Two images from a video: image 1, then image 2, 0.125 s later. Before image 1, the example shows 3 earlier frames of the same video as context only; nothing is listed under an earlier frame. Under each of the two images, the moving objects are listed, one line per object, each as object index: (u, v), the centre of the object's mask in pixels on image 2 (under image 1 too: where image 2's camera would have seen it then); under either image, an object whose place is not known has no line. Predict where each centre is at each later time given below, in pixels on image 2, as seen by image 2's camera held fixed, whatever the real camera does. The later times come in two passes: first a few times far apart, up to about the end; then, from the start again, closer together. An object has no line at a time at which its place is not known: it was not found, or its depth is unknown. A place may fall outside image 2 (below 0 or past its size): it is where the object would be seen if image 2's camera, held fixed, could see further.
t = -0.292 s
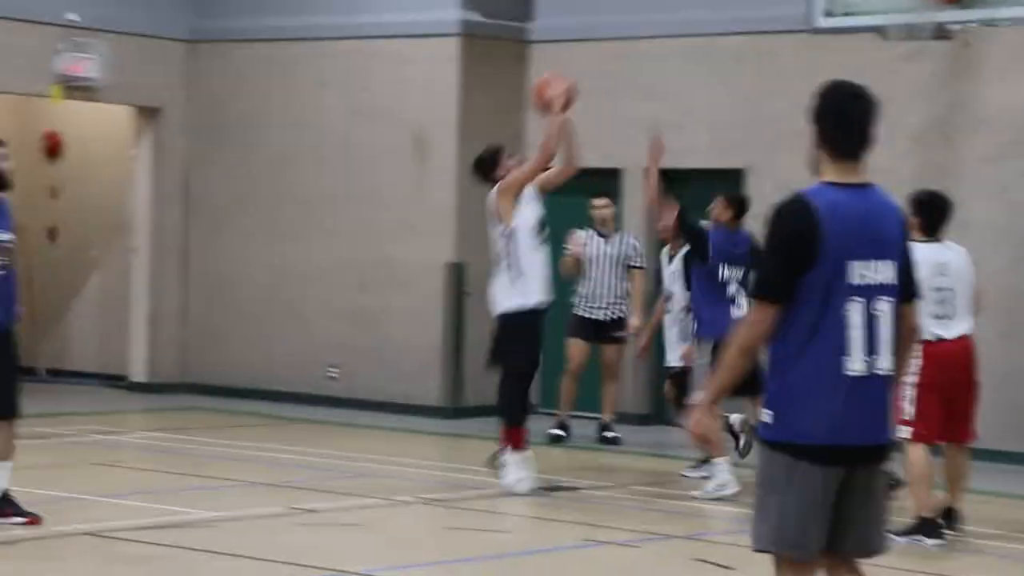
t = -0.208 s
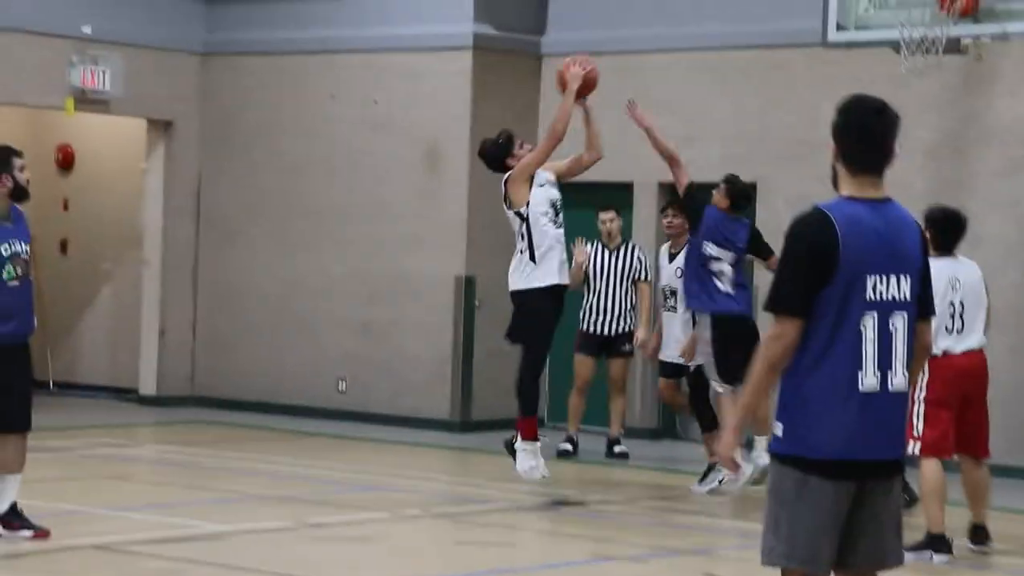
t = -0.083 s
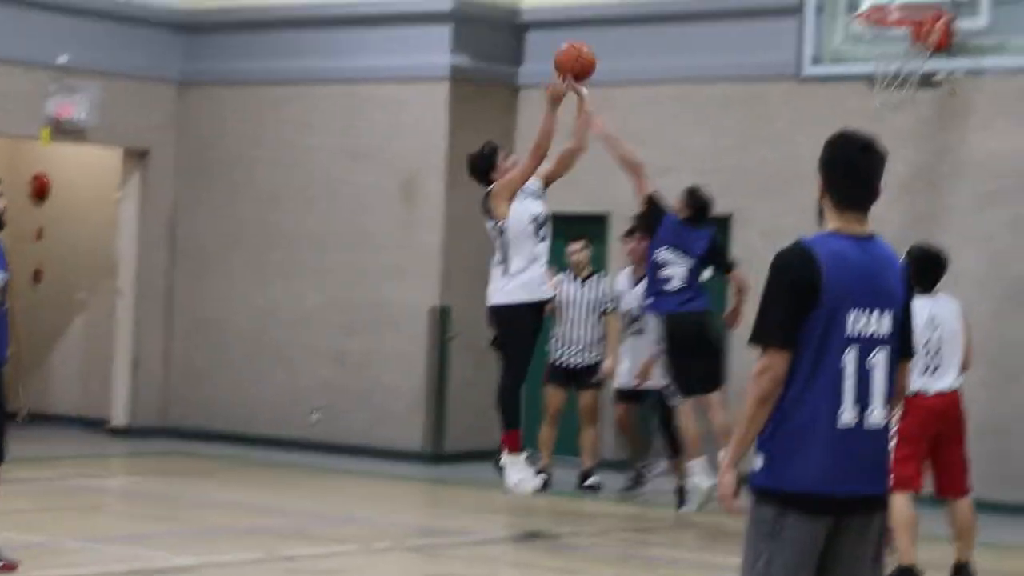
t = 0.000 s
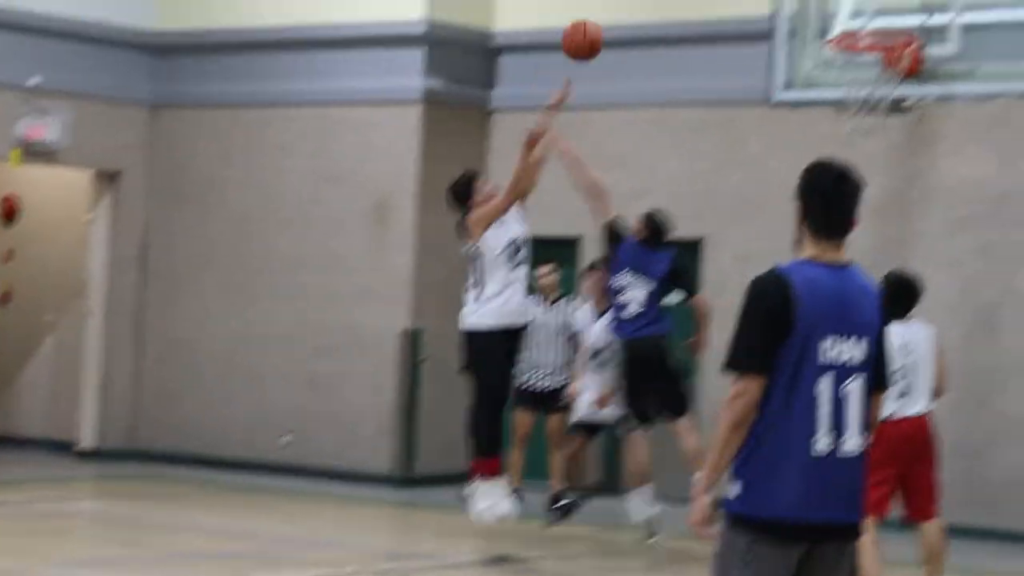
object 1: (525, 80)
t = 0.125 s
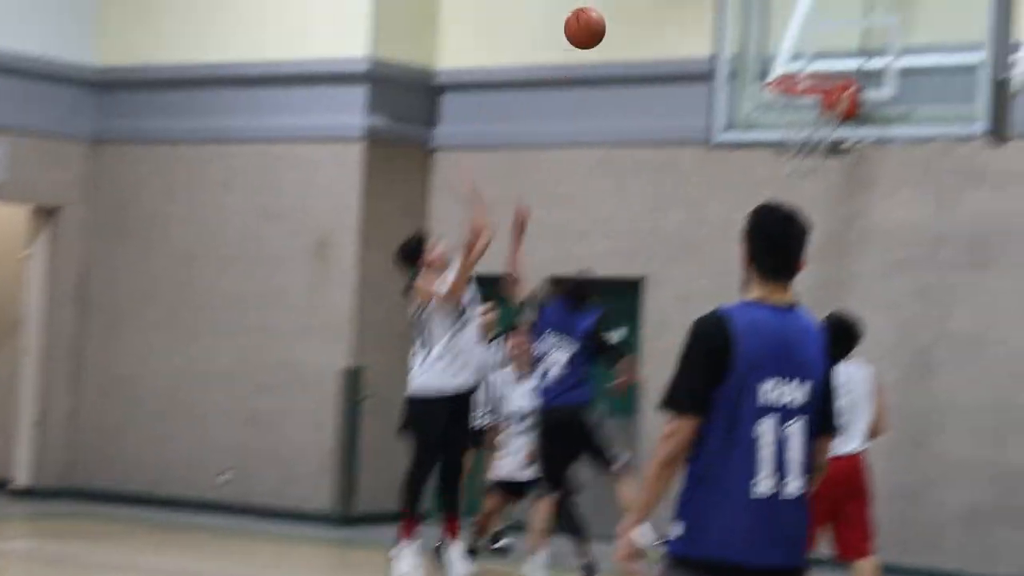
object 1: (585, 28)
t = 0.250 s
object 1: (642, 5)
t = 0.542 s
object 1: (773, 49)
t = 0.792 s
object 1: (851, 142)
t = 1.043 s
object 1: (869, 247)
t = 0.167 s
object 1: (604, 17)
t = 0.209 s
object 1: (624, 9)
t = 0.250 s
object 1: (642, 5)
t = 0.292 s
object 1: (662, 4)
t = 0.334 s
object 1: (680, 8)
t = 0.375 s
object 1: (699, 10)
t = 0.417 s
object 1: (717, 14)
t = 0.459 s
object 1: (736, 21)
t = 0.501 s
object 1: (754, 33)
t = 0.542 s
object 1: (773, 49)
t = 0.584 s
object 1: (793, 64)
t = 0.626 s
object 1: (813, 95)
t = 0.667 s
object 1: (830, 112)
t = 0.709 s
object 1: (842, 127)
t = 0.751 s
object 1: (847, 136)
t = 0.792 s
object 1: (851, 142)
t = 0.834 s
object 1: (854, 153)
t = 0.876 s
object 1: (858, 165)
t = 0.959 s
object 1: (863, 199)
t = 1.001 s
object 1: (866, 223)
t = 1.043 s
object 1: (869, 247)
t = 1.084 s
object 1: (871, 275)
